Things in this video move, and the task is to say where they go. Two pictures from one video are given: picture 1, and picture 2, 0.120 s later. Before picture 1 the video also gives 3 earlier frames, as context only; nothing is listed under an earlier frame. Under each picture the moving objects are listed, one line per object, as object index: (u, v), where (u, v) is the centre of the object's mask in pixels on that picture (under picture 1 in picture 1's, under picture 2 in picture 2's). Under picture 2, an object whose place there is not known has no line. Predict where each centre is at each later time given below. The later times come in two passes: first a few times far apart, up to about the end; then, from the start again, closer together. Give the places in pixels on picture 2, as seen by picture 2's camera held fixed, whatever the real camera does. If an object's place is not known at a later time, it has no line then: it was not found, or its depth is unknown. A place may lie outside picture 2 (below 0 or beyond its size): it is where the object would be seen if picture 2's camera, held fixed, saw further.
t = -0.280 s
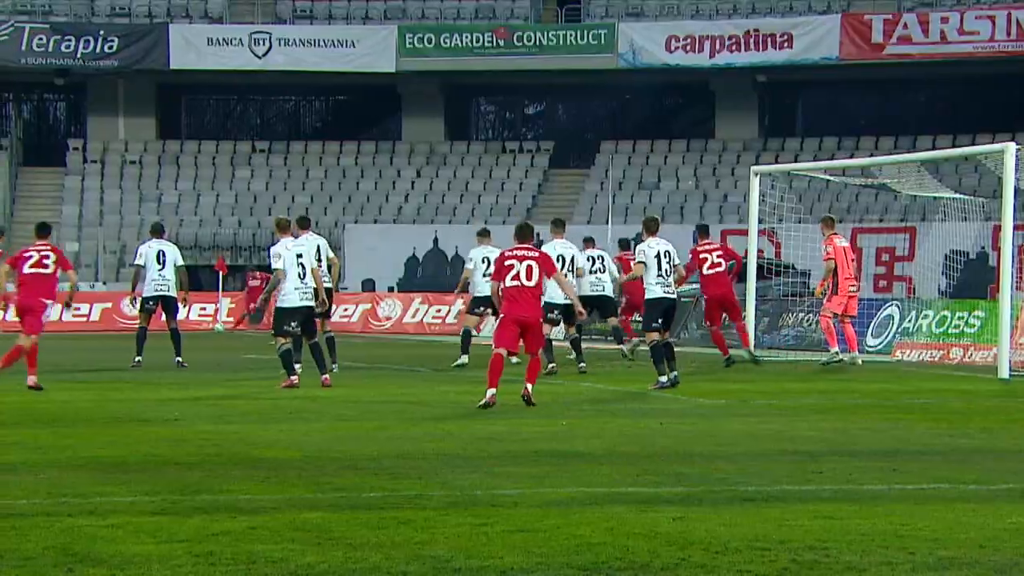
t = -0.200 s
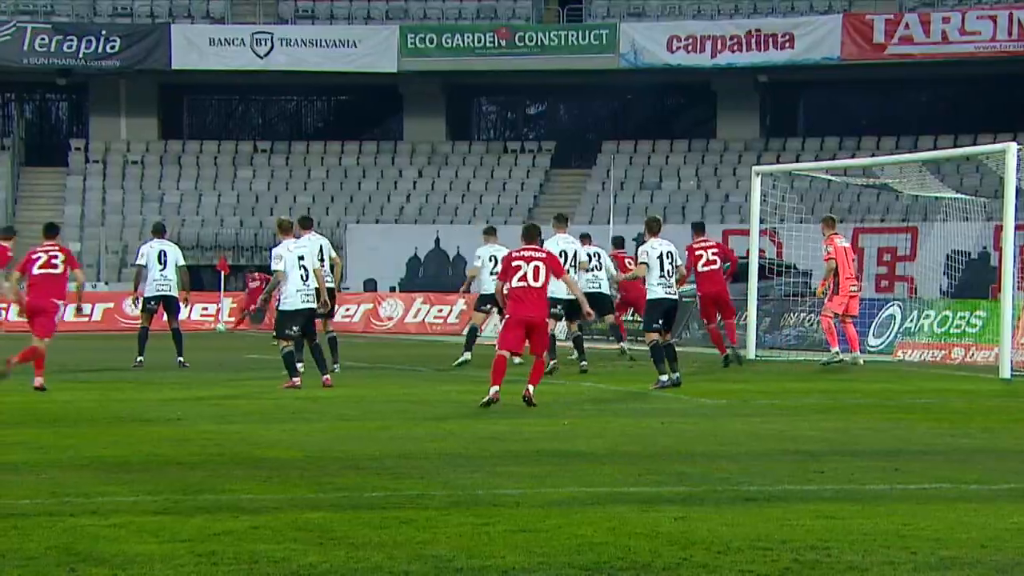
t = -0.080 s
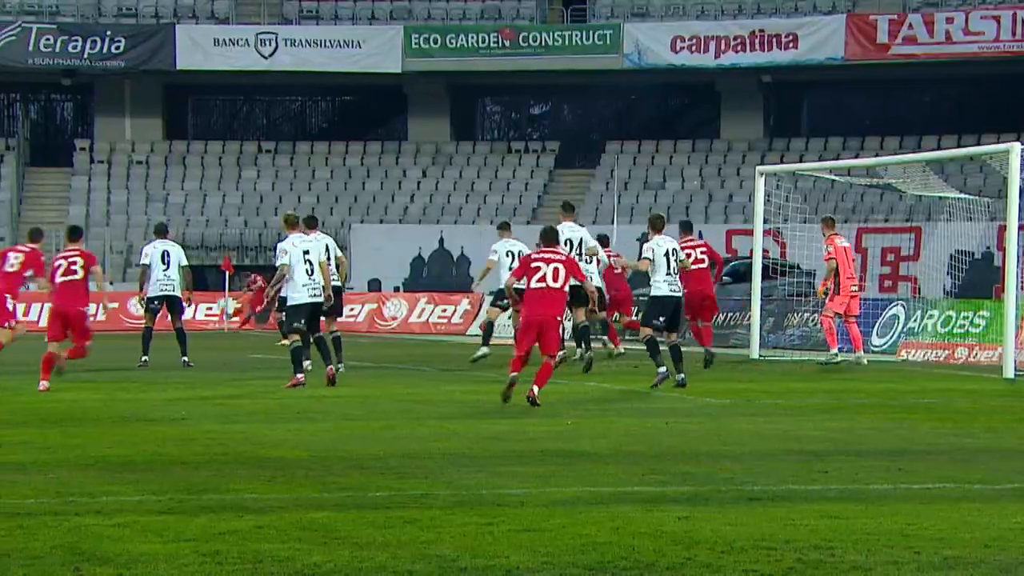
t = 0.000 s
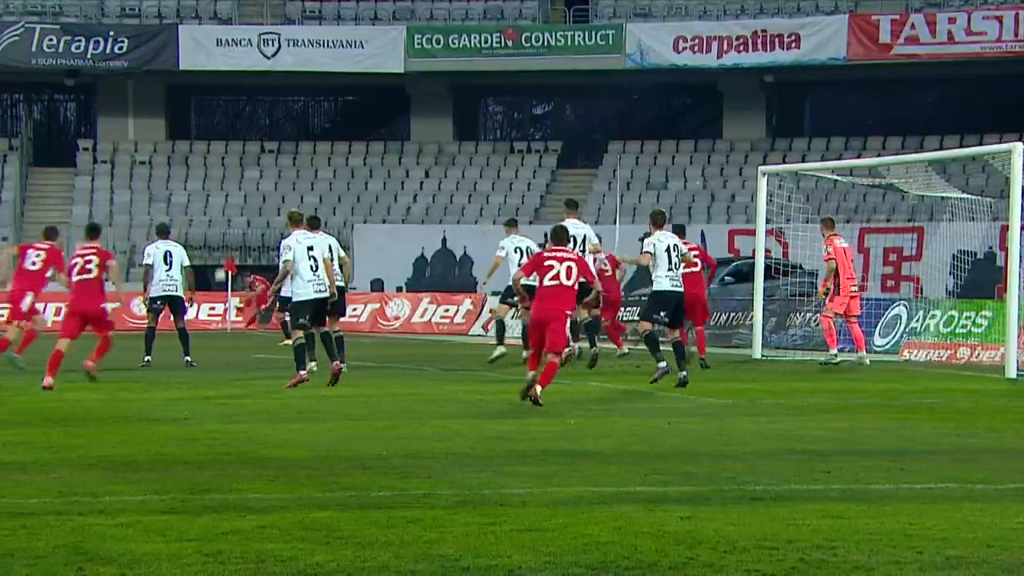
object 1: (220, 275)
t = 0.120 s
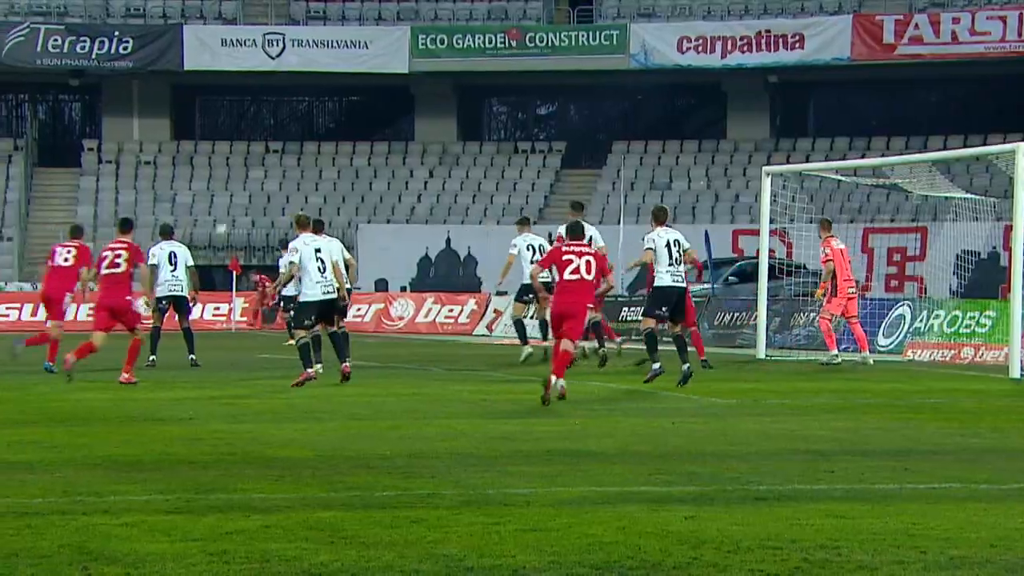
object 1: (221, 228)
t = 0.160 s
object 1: (221, 219)
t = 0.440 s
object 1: (228, 137)
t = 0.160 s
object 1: (221, 219)
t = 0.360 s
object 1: (225, 157)
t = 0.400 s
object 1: (227, 143)
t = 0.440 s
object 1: (228, 137)
